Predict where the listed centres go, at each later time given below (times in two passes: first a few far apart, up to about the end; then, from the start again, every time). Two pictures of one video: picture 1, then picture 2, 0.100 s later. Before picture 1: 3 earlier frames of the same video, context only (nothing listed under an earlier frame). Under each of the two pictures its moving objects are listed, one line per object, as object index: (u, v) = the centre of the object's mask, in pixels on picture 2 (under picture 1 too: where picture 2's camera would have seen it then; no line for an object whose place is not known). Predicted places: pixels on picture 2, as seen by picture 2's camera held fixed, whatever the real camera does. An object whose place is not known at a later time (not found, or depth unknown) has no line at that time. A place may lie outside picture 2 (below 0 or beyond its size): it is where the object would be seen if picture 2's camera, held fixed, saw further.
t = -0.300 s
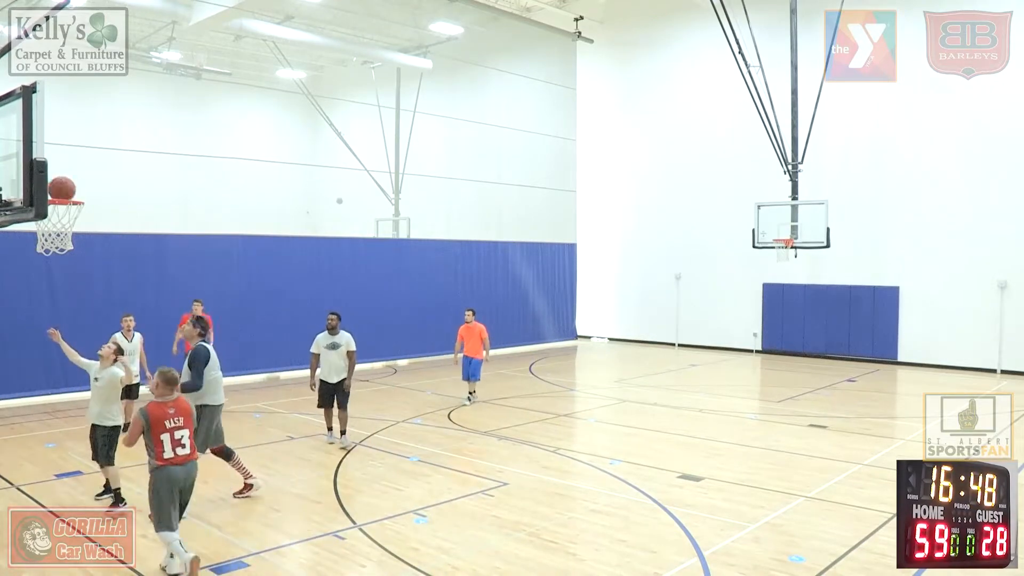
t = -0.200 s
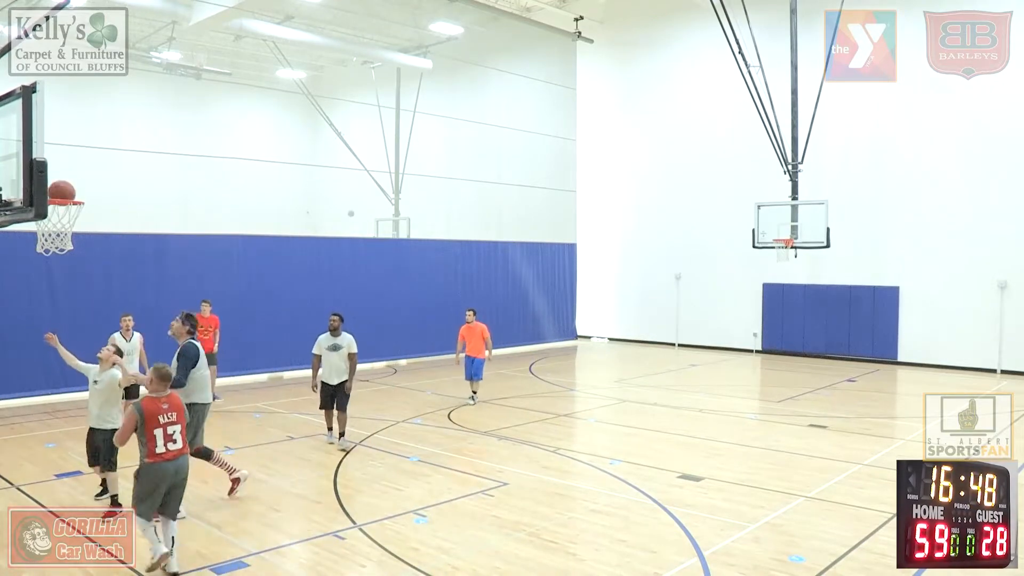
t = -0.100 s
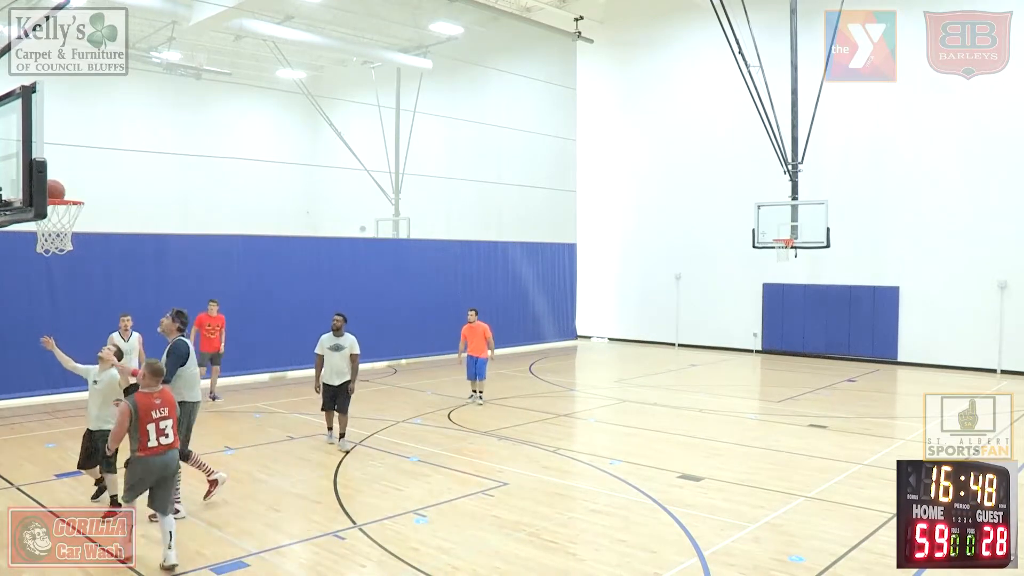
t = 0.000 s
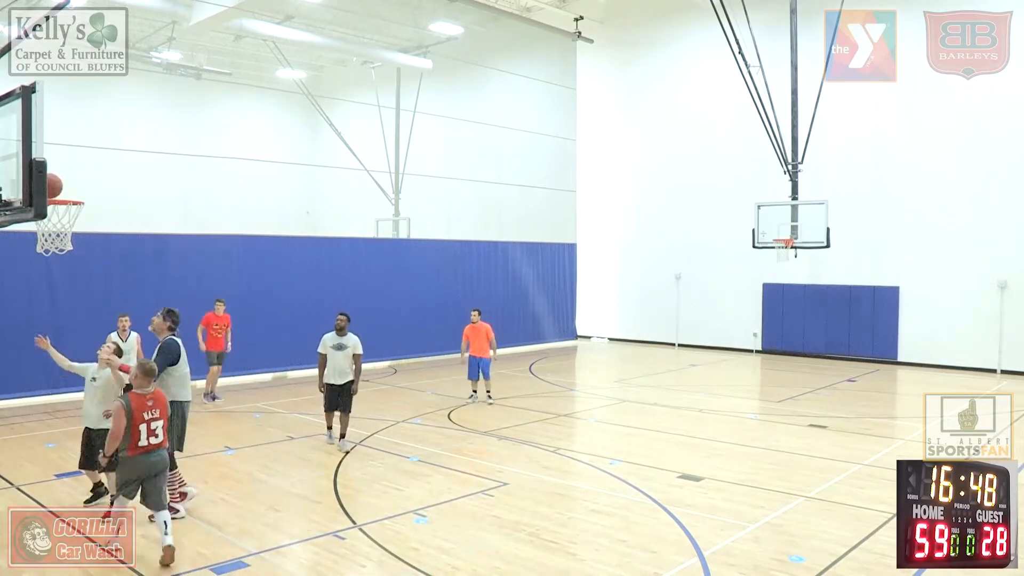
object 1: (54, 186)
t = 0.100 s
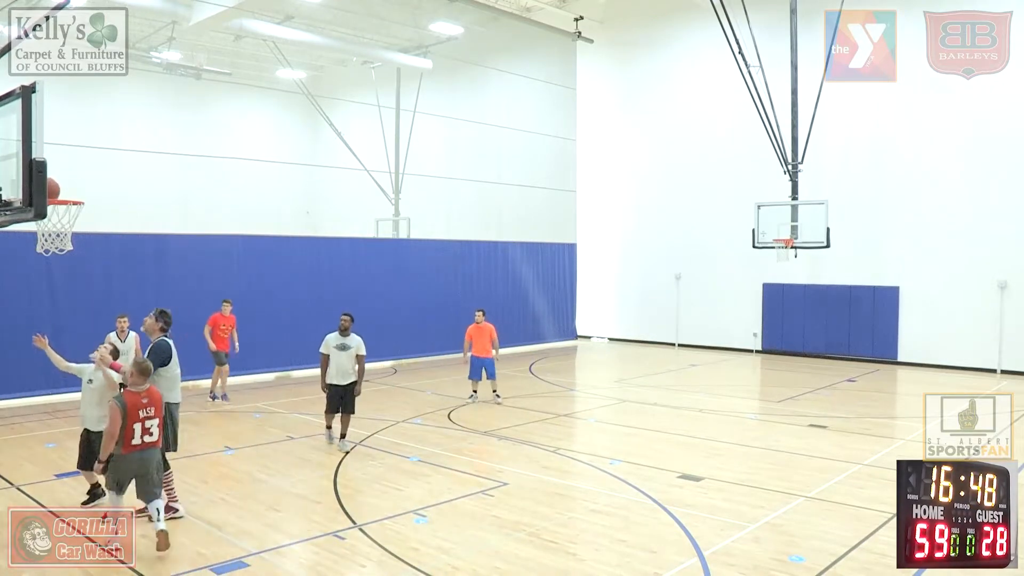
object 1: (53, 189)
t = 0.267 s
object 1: (61, 194)
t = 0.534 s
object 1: (67, 229)
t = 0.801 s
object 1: (46, 264)
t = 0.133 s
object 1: (53, 191)
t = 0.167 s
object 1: (54, 190)
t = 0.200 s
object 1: (56, 191)
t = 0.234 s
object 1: (58, 192)
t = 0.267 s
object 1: (61, 194)
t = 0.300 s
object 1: (66, 199)
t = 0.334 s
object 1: (67, 213)
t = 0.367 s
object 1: (71, 215)
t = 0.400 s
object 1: (73, 218)
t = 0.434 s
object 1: (75, 218)
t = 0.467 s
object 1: (74, 222)
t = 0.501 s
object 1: (72, 225)
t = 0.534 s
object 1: (67, 229)
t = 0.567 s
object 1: (69, 230)
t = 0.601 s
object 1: (67, 235)
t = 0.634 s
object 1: (64, 237)
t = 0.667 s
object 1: (61, 241)
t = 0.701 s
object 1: (57, 245)
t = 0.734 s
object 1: (52, 257)
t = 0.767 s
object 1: (48, 260)
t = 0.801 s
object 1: (46, 264)
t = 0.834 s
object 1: (42, 273)
